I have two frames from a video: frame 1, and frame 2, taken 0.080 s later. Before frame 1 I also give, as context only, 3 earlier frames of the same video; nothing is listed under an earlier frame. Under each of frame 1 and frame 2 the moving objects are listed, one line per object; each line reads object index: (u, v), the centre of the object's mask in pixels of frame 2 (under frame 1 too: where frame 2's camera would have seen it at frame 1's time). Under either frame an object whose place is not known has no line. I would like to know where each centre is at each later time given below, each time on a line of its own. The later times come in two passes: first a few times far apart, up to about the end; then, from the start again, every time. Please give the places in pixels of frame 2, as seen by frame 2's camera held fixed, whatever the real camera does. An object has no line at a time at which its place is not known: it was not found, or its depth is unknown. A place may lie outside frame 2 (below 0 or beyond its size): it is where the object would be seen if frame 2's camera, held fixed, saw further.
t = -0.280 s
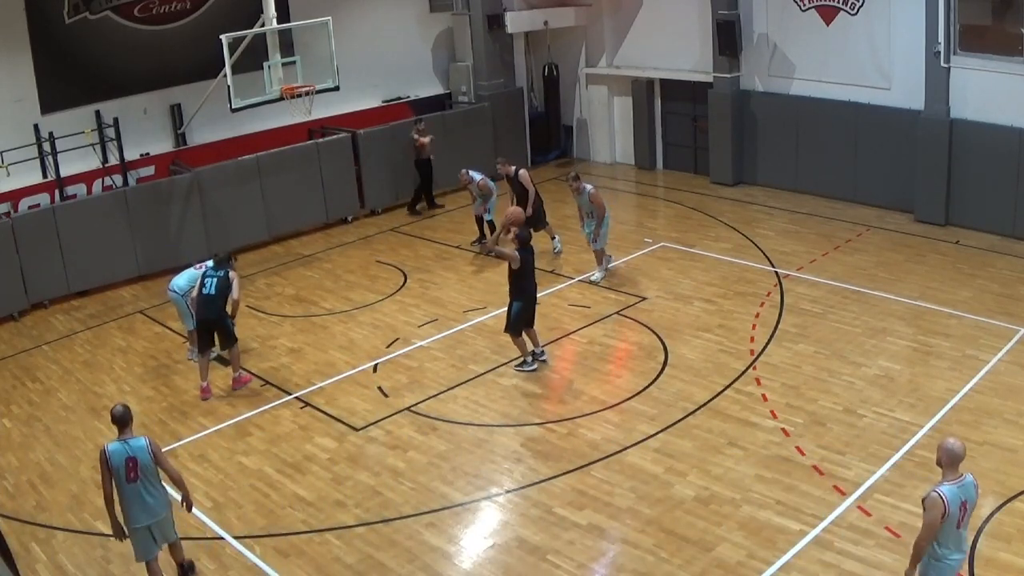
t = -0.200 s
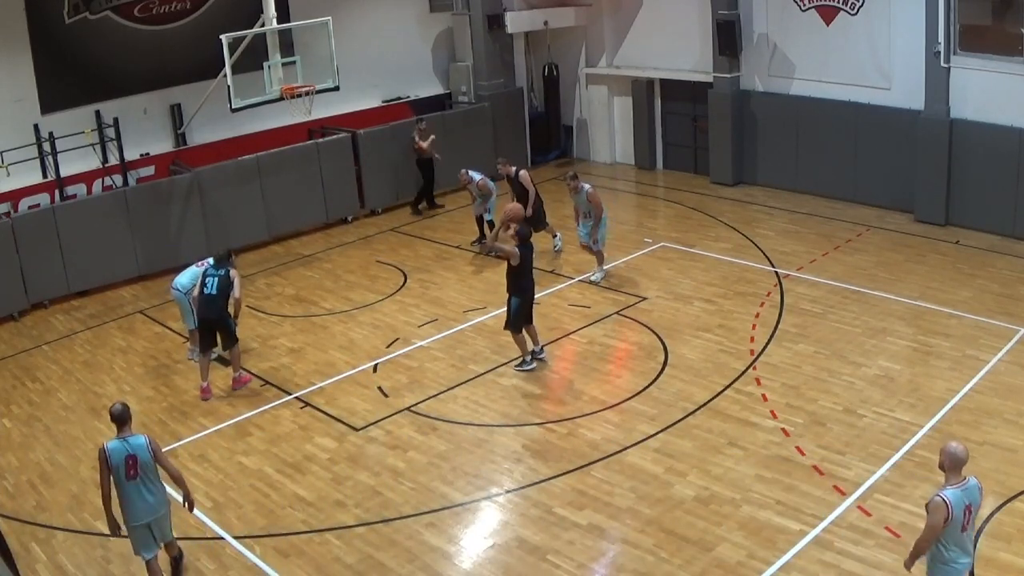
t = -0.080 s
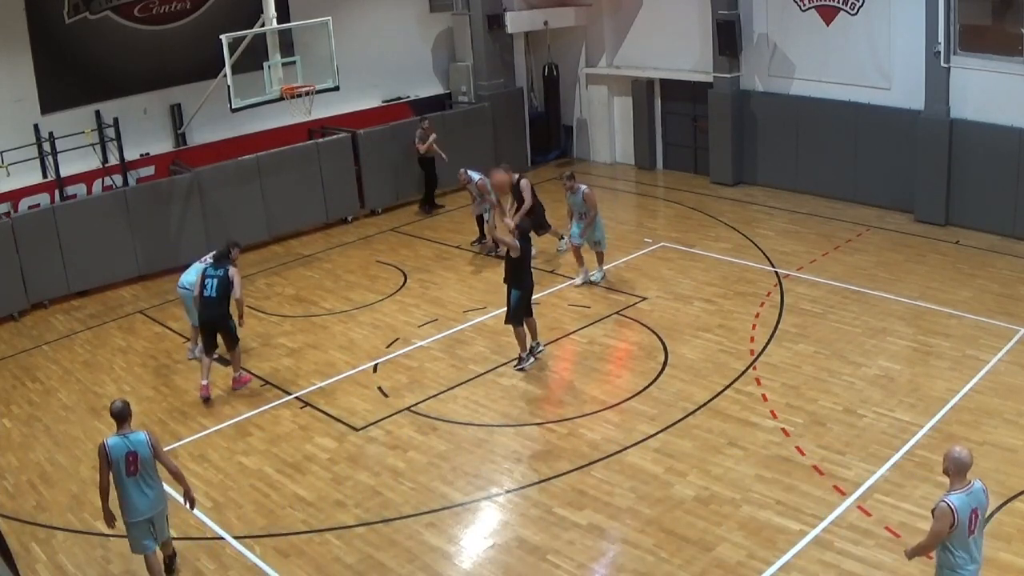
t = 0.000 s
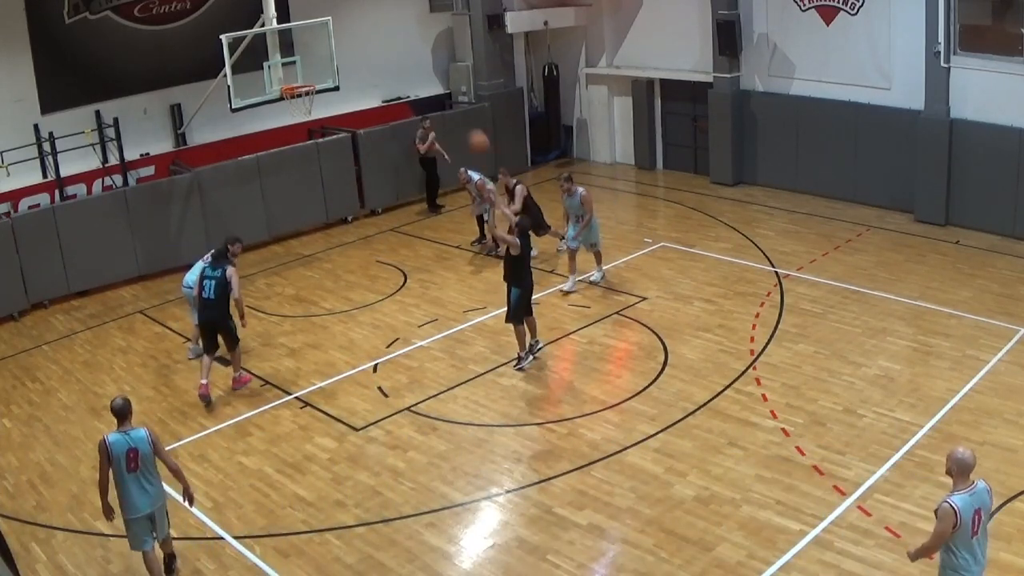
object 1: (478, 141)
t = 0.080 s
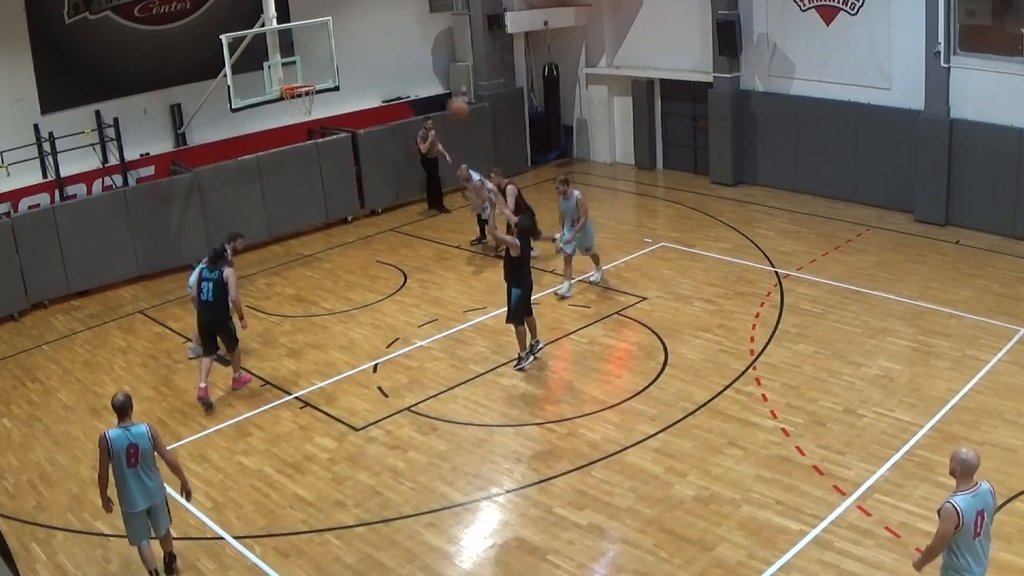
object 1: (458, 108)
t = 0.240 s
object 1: (420, 61)
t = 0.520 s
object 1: (364, 29)
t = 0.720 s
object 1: (333, 43)
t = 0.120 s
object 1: (448, 94)
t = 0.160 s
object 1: (438, 81)
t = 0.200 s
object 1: (428, 71)
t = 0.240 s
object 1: (420, 61)
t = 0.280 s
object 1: (411, 52)
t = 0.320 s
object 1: (402, 45)
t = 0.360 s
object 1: (394, 39)
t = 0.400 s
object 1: (386, 35)
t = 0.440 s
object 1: (379, 31)
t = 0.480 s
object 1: (372, 30)
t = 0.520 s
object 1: (364, 29)
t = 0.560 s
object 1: (358, 29)
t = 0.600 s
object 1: (351, 31)
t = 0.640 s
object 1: (345, 34)
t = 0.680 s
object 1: (339, 37)
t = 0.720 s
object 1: (333, 43)
